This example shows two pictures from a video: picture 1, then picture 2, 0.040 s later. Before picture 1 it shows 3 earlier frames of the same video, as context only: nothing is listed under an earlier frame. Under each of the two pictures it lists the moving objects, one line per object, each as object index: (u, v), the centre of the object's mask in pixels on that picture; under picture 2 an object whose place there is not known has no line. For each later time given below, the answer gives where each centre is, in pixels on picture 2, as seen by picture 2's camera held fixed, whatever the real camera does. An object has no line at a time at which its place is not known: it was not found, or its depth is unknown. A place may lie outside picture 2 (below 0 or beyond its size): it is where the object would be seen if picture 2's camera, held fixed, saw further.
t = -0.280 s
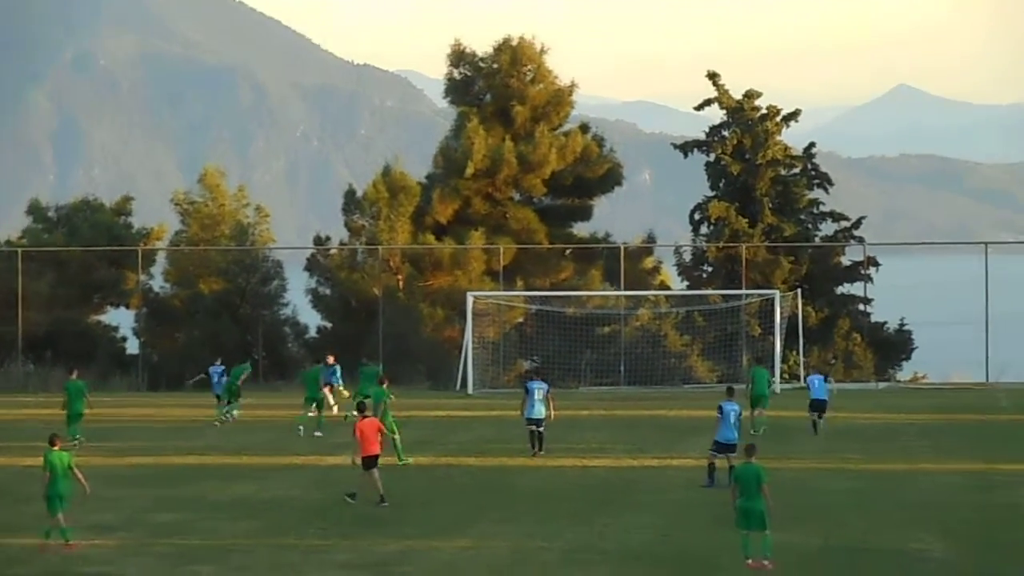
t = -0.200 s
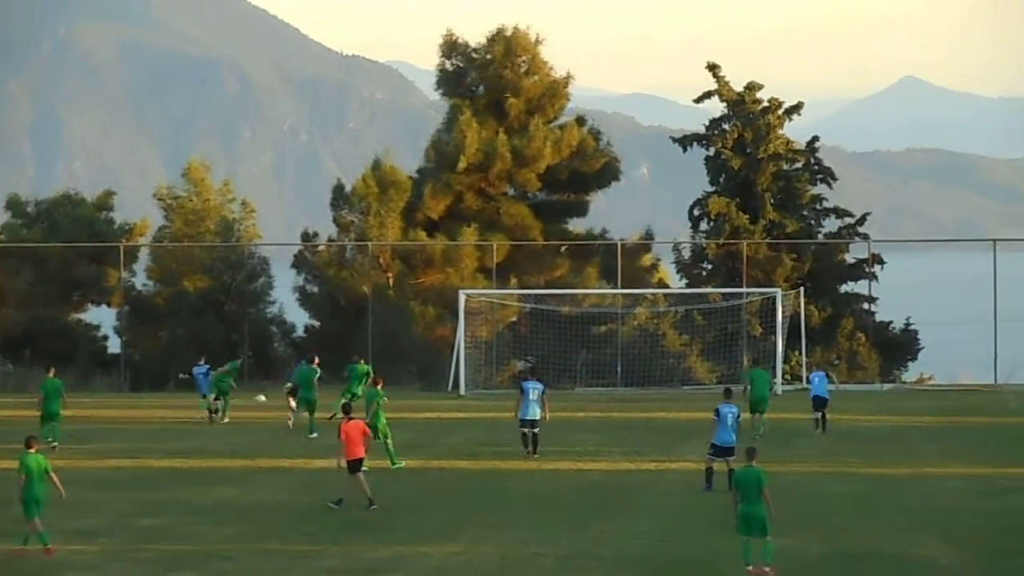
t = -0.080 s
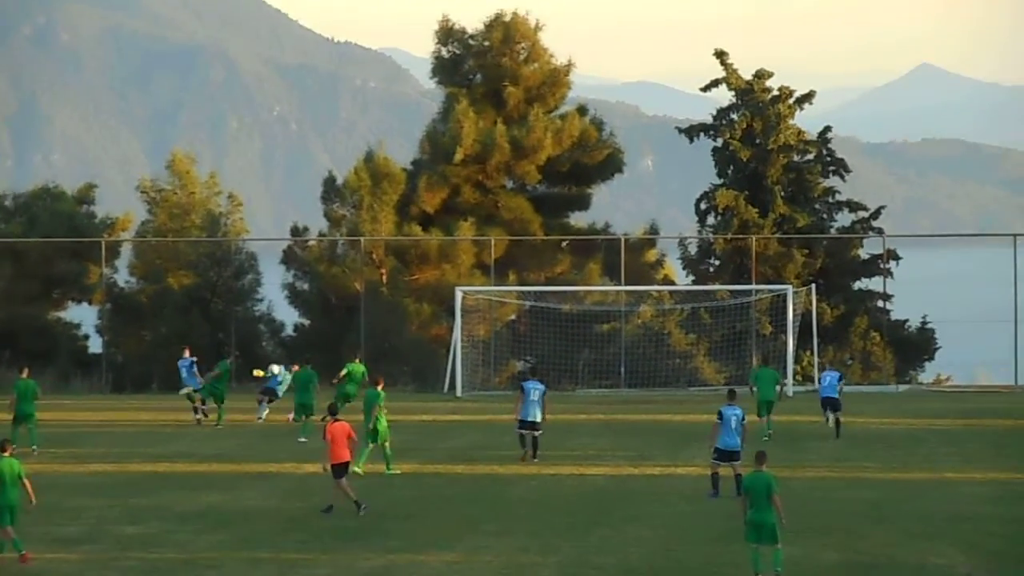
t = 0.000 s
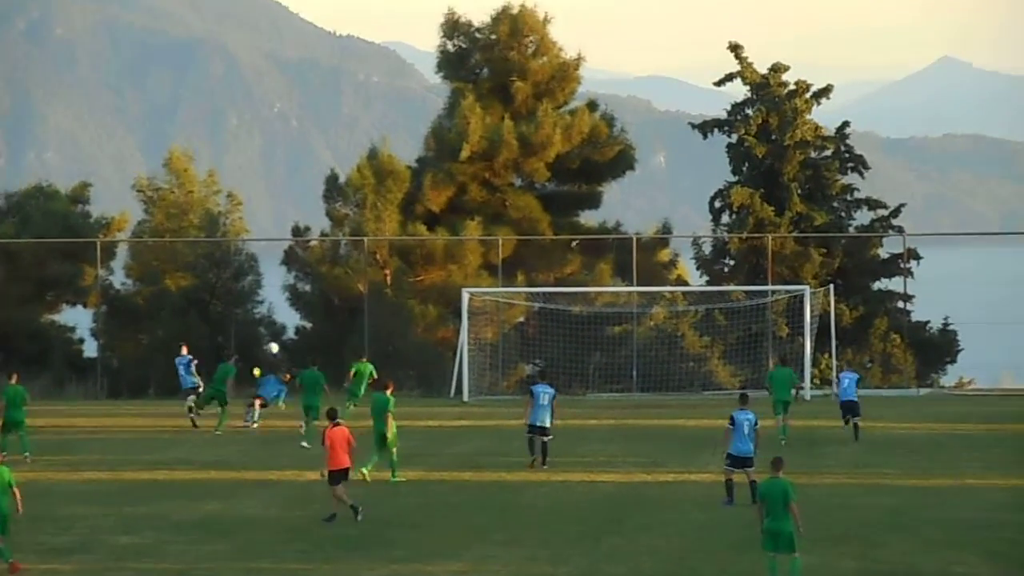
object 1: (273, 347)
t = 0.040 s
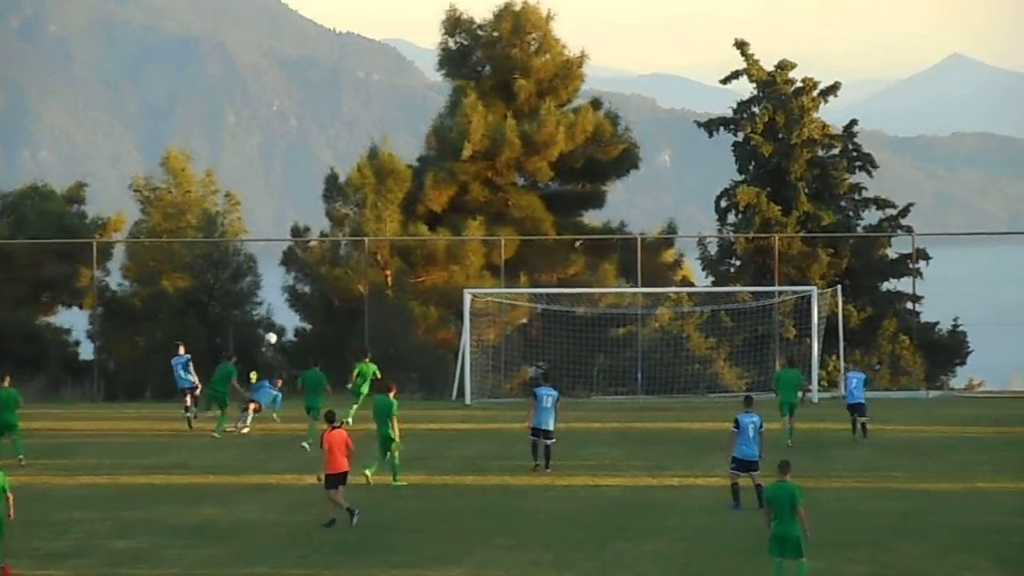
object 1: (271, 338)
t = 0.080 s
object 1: (269, 328)
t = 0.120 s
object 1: (266, 318)
